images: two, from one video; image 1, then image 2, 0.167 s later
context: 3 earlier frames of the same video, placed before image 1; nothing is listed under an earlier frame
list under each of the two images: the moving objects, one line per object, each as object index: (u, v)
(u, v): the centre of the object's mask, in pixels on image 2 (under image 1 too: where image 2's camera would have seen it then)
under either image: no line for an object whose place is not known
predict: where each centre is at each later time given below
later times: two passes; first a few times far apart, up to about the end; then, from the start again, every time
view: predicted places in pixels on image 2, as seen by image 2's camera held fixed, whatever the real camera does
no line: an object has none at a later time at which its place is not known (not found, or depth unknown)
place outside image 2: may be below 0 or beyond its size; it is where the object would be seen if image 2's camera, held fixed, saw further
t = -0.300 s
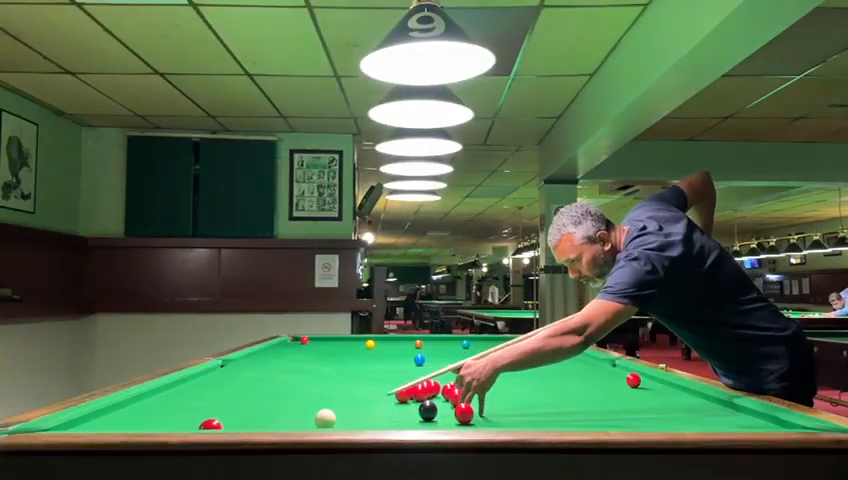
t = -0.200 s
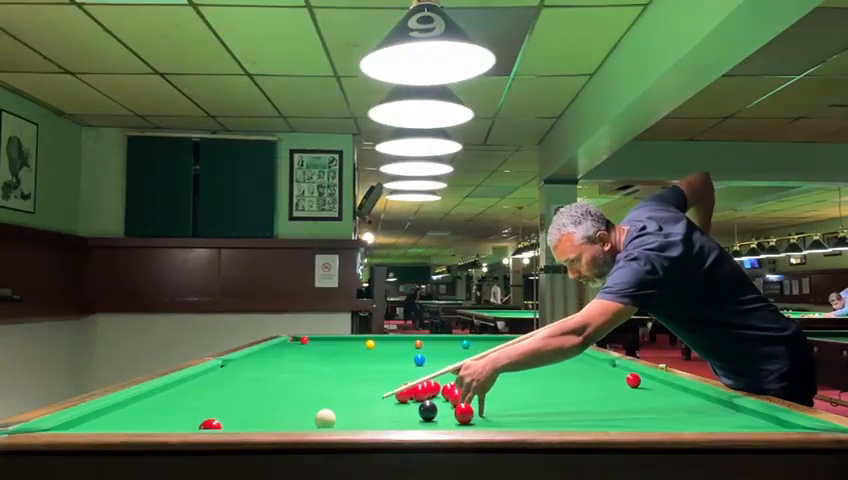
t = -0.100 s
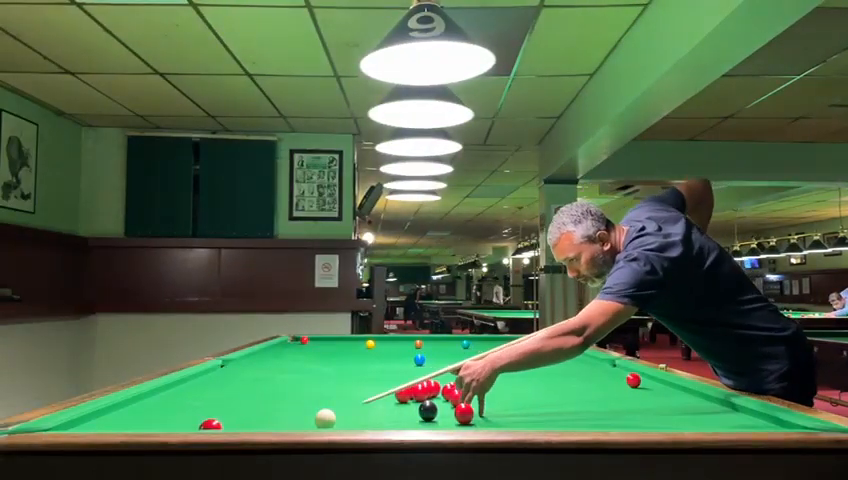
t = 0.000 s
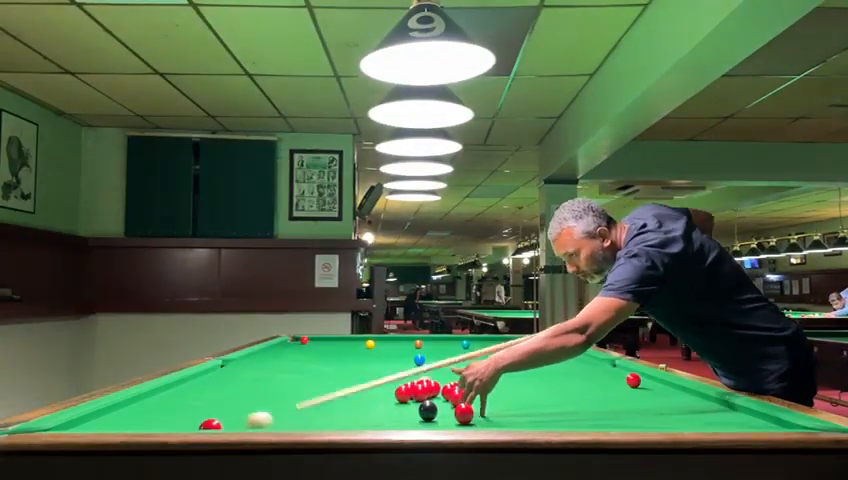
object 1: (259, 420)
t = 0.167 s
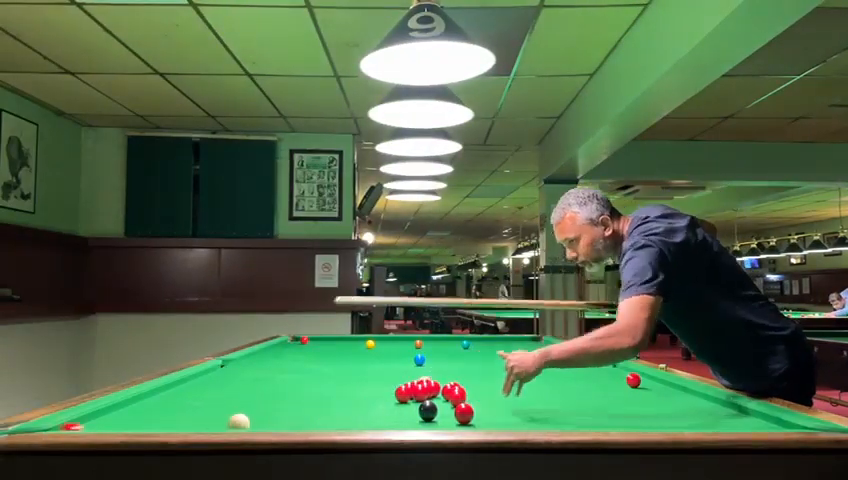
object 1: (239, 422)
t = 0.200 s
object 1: (239, 420)
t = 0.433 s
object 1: (221, 411)
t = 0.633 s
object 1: (204, 403)
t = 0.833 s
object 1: (189, 397)
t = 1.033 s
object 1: (176, 391)
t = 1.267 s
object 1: (179, 385)
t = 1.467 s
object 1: (195, 382)
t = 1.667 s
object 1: (215, 378)
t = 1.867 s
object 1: (231, 376)
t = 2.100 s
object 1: (250, 373)
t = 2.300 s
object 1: (263, 371)
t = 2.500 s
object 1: (275, 369)
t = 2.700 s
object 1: (286, 368)
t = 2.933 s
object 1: (298, 366)
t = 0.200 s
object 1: (239, 420)
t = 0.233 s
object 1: (238, 419)
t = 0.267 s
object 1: (237, 418)
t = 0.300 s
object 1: (235, 417)
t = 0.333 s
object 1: (232, 415)
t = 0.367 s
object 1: (228, 414)
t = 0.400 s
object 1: (225, 413)
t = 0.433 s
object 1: (221, 411)
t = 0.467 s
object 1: (219, 410)
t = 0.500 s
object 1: (216, 408)
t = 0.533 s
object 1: (212, 407)
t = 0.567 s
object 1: (209, 406)
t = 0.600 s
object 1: (207, 404)
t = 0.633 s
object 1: (204, 403)
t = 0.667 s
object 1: (202, 402)
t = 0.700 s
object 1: (199, 401)
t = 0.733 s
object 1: (196, 400)
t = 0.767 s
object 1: (194, 399)
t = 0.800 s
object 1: (192, 398)
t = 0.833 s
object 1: (189, 397)
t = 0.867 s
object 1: (187, 396)
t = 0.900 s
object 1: (185, 395)
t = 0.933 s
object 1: (183, 394)
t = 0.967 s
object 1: (180, 393)
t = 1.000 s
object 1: (178, 392)
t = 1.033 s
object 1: (176, 391)
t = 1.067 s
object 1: (174, 390)
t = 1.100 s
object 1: (172, 389)
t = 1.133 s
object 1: (170, 388)
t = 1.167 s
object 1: (168, 388)
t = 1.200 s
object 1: (170, 386)
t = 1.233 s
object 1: (174, 386)
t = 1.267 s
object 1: (179, 385)
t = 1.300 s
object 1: (182, 385)
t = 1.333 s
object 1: (186, 384)
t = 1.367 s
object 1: (189, 384)
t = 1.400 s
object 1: (191, 383)
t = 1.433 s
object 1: (192, 382)
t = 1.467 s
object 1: (195, 382)
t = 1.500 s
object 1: (199, 381)
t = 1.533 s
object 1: (202, 381)
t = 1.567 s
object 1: (205, 380)
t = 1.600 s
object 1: (209, 380)
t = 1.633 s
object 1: (212, 379)
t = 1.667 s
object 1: (215, 378)
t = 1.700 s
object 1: (218, 378)
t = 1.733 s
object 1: (221, 377)
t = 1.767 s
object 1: (224, 377)
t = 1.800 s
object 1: (226, 377)
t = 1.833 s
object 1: (228, 376)
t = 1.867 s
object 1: (231, 376)
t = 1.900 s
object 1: (234, 376)
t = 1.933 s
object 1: (237, 375)
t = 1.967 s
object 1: (240, 375)
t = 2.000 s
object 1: (242, 374)
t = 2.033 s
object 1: (245, 374)
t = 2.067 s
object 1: (247, 373)
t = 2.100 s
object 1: (250, 373)
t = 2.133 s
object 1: (252, 373)
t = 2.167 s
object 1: (255, 373)
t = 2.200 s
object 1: (257, 372)
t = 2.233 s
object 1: (259, 372)
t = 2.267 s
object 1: (261, 371)
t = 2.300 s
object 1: (263, 371)
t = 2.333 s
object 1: (266, 371)
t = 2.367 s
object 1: (268, 370)
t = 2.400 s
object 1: (270, 370)
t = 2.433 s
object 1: (271, 370)
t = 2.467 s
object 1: (273, 370)
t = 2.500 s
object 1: (275, 369)
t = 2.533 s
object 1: (277, 369)
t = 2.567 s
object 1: (279, 368)
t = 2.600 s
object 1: (281, 368)
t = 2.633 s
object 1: (283, 368)
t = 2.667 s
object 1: (285, 368)
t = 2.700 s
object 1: (286, 368)
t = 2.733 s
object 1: (289, 367)
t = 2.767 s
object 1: (290, 367)
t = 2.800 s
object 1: (292, 367)
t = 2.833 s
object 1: (293, 366)
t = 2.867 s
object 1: (295, 366)
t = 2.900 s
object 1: (297, 366)
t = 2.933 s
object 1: (298, 366)
